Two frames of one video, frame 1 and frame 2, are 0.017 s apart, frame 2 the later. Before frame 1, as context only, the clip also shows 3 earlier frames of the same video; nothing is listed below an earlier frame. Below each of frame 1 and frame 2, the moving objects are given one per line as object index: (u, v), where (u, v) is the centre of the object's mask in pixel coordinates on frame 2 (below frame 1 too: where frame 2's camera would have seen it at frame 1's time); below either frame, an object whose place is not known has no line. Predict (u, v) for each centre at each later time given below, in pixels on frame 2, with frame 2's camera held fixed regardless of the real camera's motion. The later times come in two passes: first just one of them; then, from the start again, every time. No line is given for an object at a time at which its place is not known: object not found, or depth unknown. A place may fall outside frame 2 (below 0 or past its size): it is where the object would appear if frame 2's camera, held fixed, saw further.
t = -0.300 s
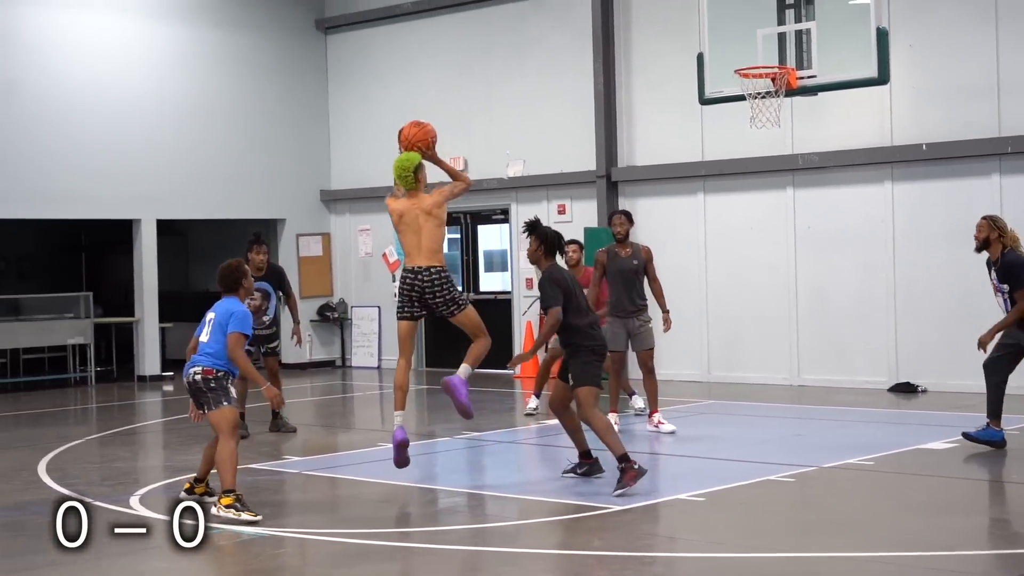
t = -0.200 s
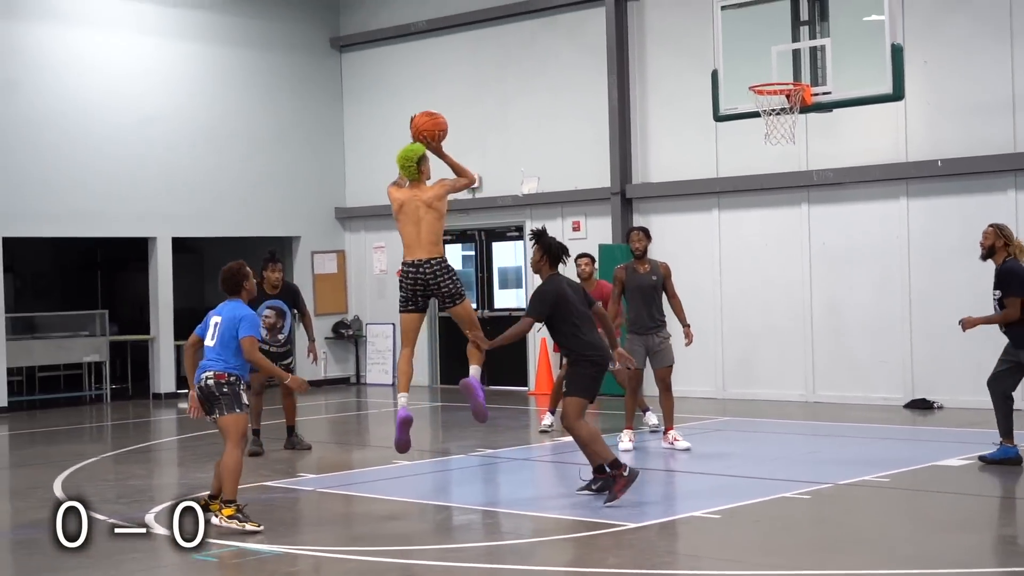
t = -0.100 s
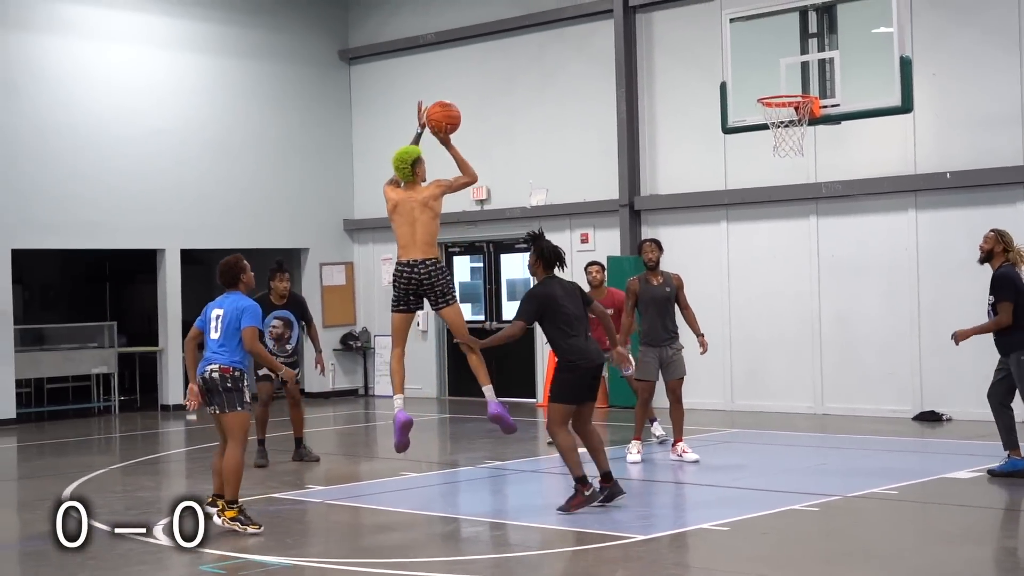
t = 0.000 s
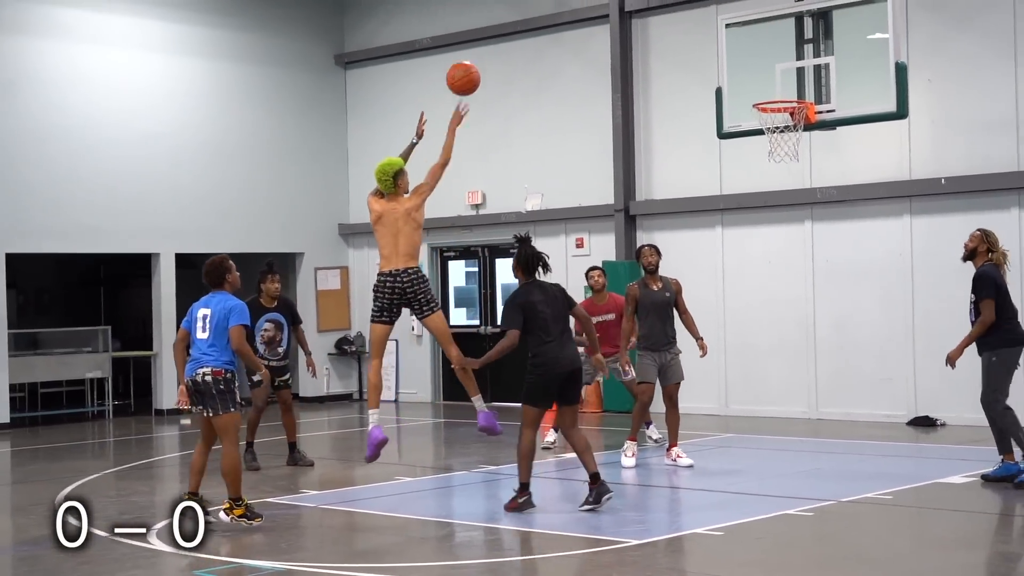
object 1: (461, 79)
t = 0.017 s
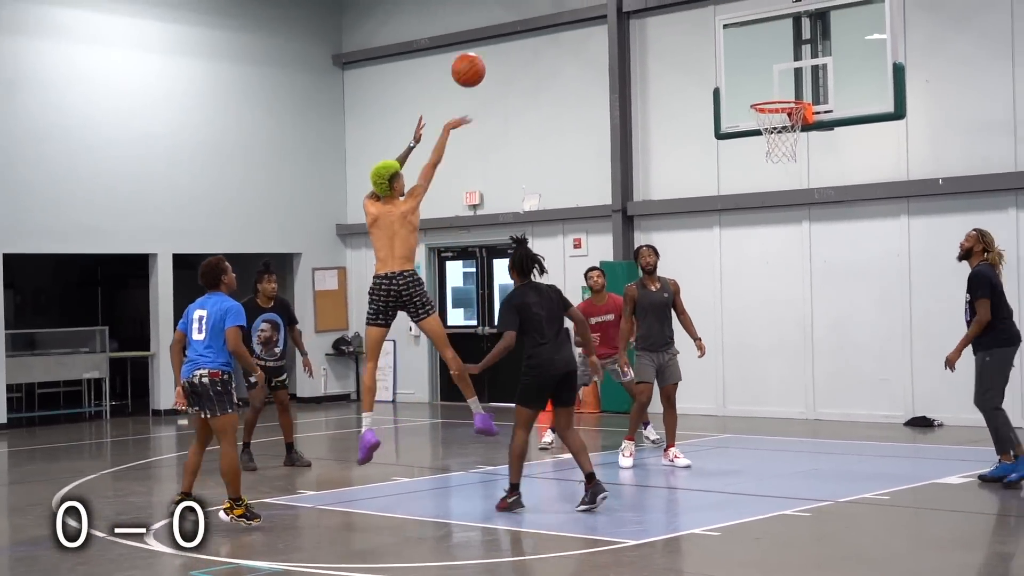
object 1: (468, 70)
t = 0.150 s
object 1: (525, 15)
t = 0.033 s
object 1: (476, 62)
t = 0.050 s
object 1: (483, 54)
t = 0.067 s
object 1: (491, 47)
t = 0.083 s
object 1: (498, 40)
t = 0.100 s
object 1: (505, 33)
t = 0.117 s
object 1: (512, 27)
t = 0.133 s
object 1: (518, 21)
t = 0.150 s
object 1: (525, 15)
